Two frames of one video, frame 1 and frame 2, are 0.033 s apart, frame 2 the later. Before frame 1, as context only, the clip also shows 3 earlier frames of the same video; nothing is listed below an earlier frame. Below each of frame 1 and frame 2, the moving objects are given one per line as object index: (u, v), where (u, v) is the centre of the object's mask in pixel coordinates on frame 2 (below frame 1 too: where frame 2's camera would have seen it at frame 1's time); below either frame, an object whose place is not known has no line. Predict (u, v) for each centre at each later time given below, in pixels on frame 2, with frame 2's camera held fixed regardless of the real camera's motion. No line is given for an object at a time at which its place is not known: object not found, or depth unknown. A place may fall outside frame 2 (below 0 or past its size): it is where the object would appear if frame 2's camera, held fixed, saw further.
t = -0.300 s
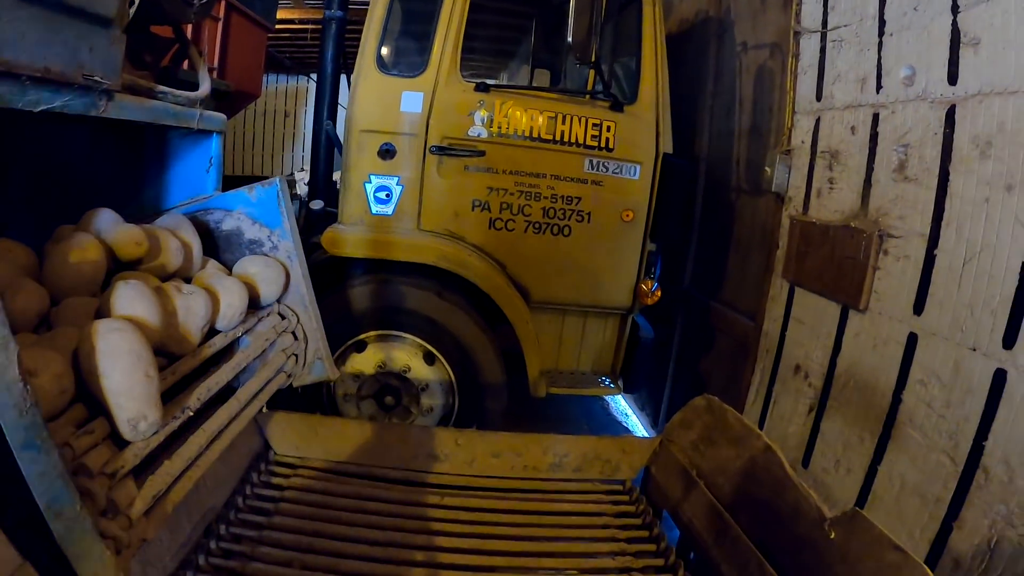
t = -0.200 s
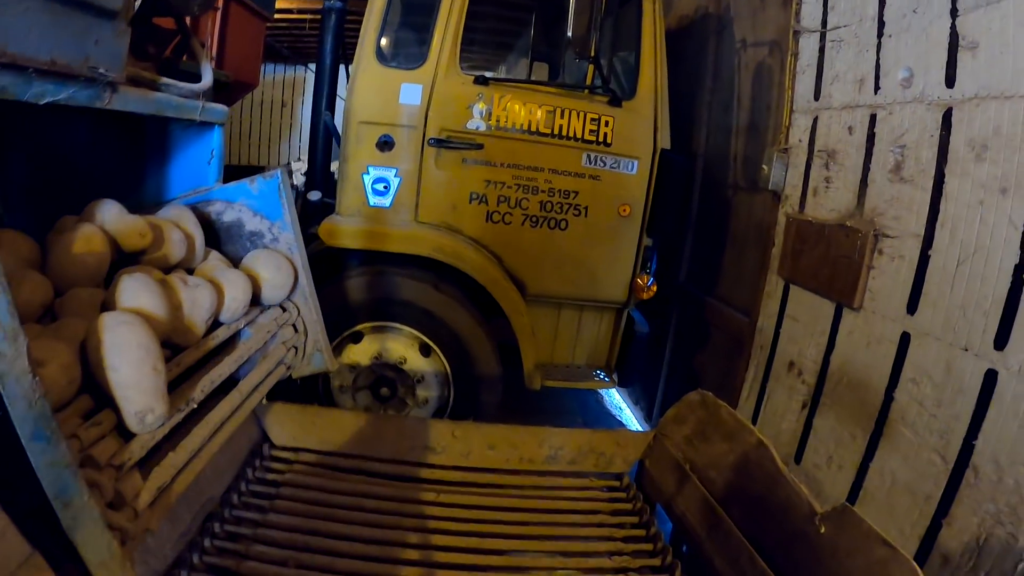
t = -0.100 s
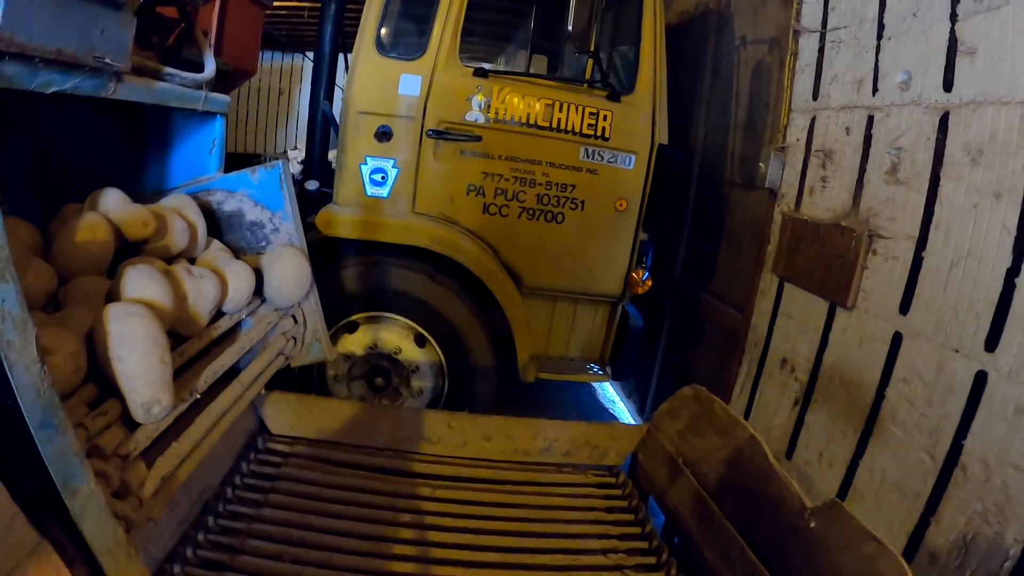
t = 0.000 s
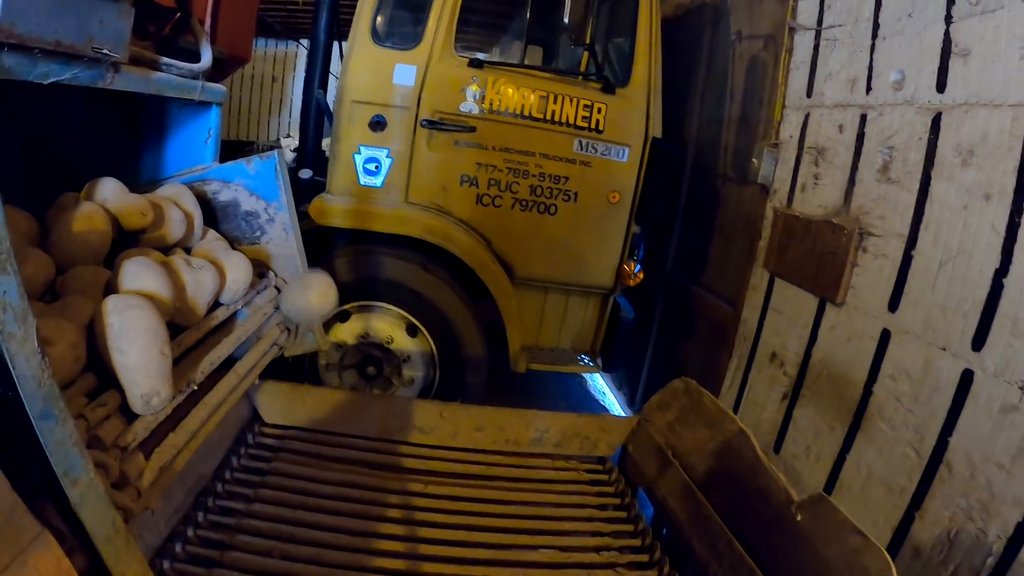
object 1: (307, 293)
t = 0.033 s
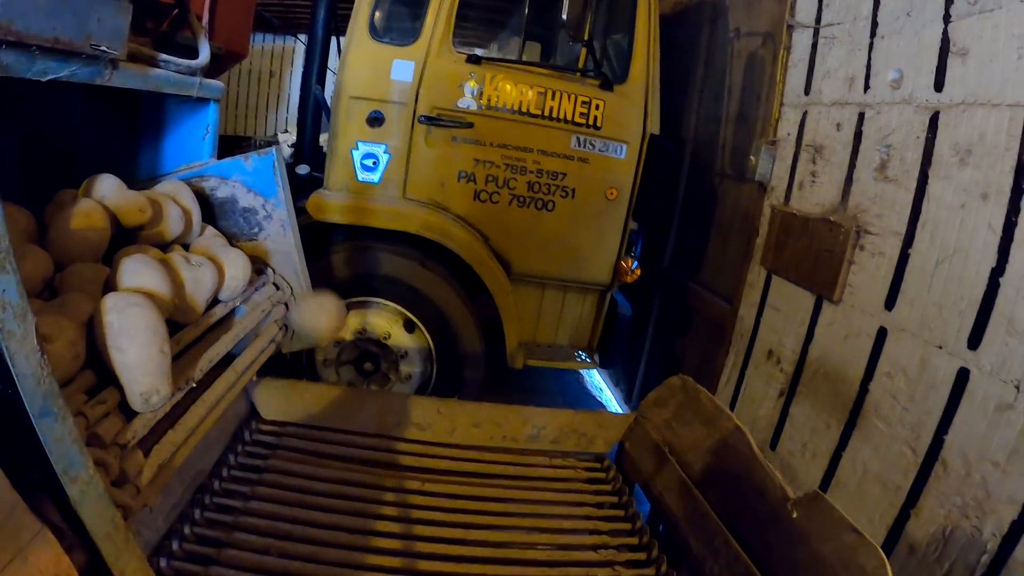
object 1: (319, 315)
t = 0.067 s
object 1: (331, 350)
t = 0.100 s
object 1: (341, 381)
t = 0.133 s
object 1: (352, 420)
